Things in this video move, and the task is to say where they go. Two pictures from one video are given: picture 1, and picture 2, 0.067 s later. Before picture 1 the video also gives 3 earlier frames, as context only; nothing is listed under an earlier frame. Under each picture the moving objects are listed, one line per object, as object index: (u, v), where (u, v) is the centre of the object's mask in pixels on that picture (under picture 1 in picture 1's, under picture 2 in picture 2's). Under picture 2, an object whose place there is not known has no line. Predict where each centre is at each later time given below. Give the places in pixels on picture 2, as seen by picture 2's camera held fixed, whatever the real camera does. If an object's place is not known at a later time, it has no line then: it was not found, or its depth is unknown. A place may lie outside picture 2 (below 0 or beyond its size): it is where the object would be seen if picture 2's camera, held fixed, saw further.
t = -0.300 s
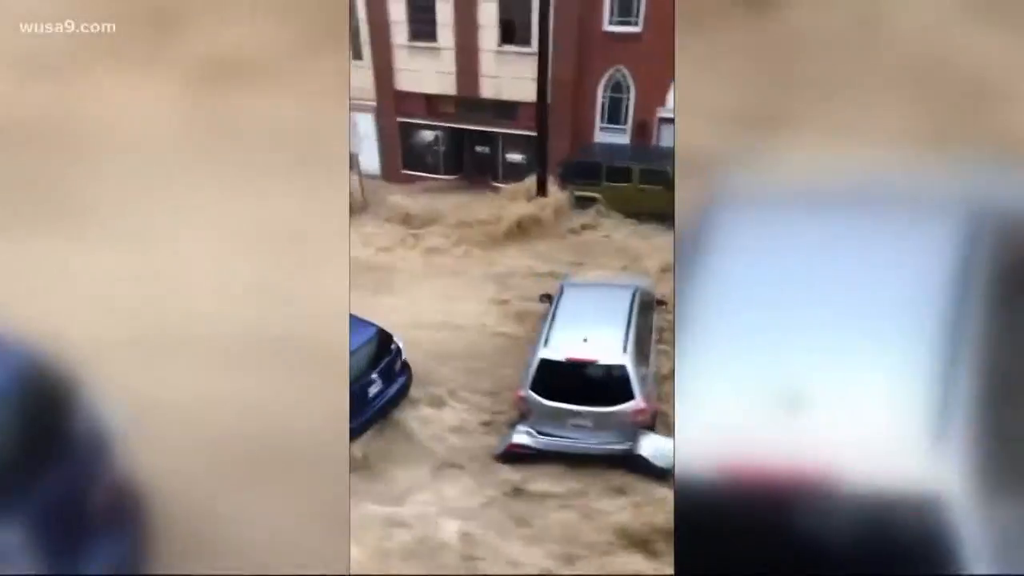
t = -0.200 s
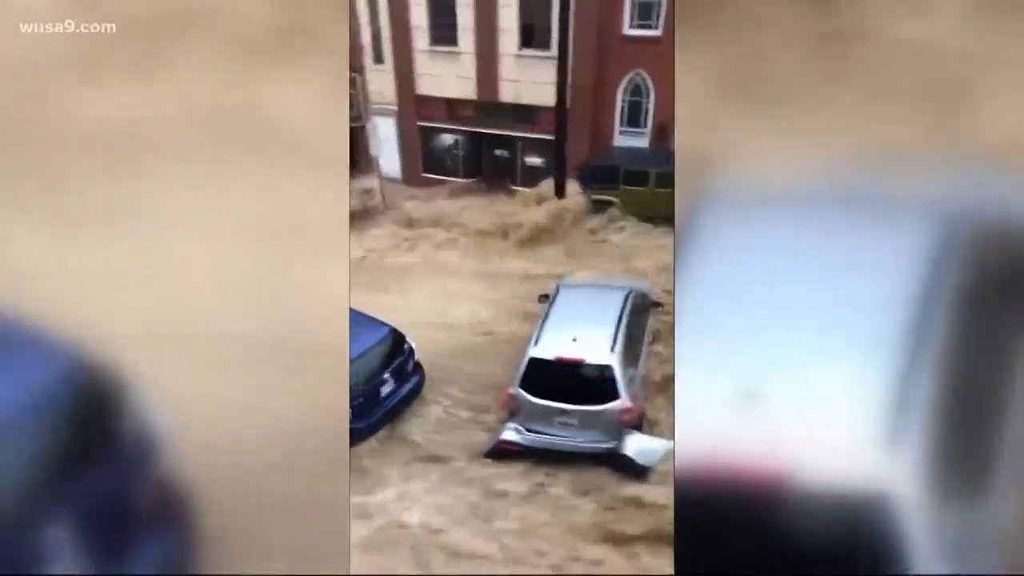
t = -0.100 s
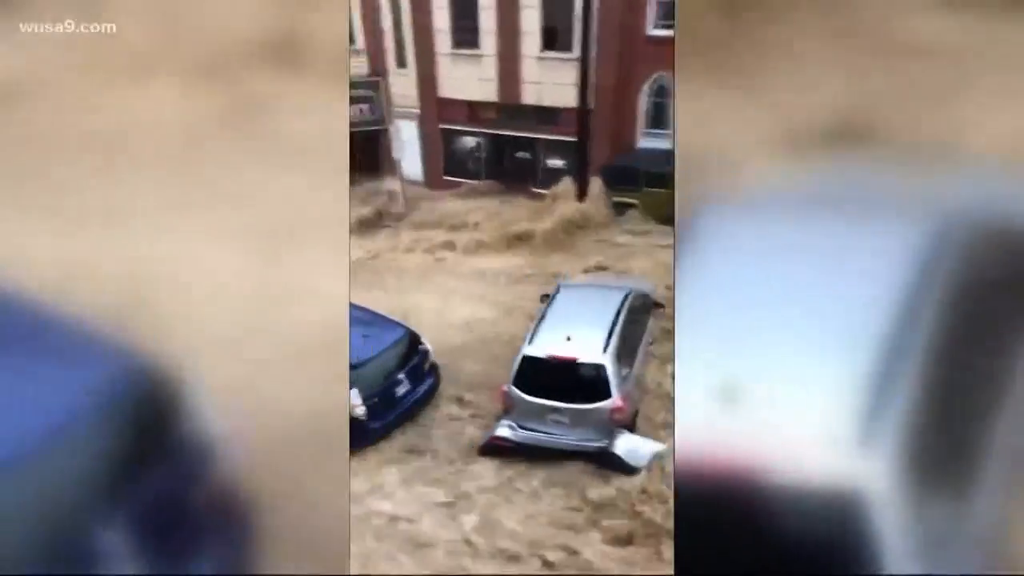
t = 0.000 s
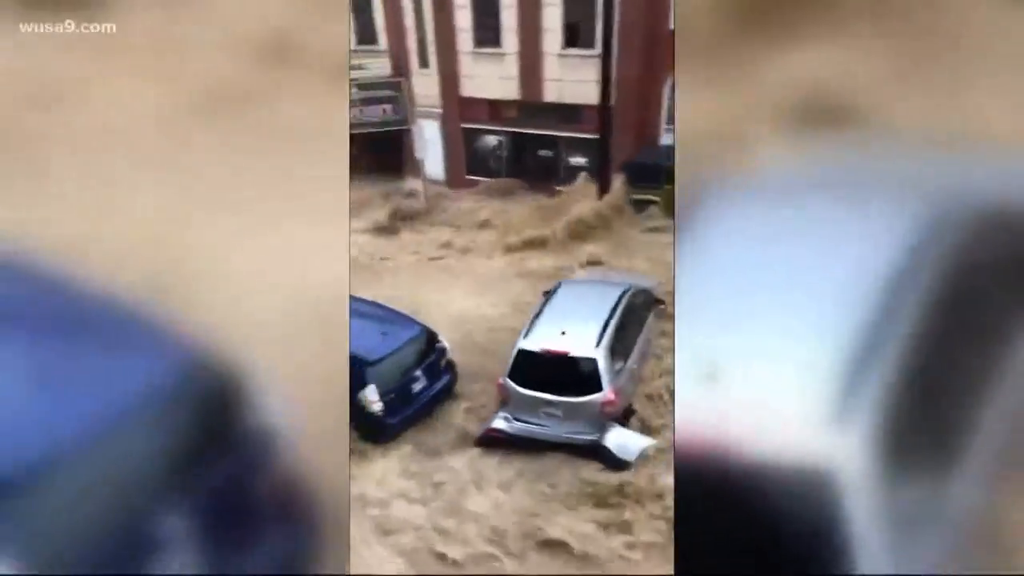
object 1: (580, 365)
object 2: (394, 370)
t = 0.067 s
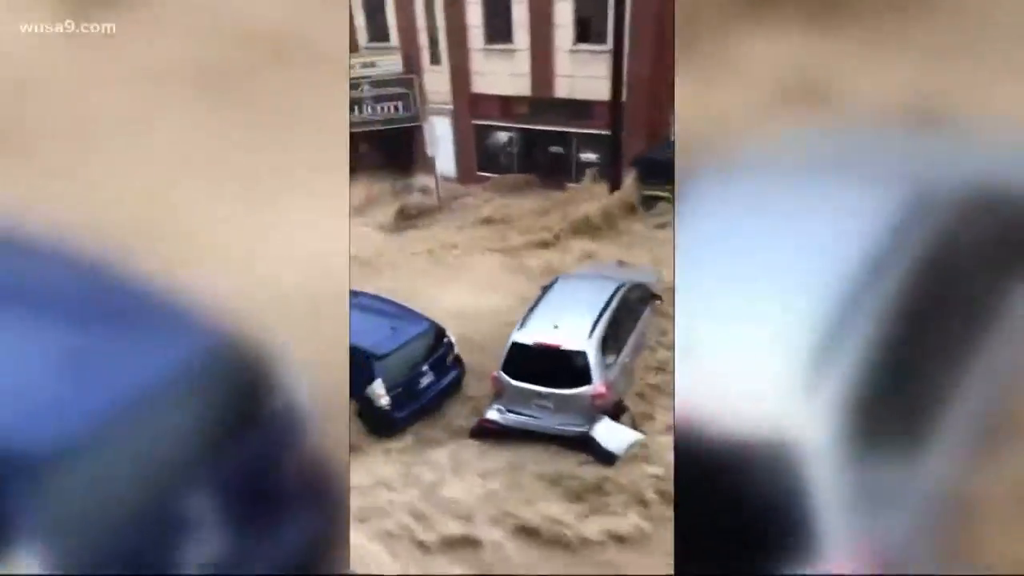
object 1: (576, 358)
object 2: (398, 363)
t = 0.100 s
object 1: (566, 357)
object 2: (395, 362)
